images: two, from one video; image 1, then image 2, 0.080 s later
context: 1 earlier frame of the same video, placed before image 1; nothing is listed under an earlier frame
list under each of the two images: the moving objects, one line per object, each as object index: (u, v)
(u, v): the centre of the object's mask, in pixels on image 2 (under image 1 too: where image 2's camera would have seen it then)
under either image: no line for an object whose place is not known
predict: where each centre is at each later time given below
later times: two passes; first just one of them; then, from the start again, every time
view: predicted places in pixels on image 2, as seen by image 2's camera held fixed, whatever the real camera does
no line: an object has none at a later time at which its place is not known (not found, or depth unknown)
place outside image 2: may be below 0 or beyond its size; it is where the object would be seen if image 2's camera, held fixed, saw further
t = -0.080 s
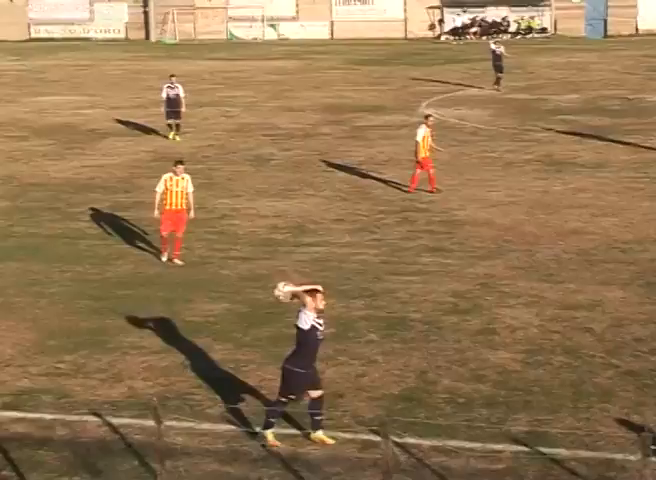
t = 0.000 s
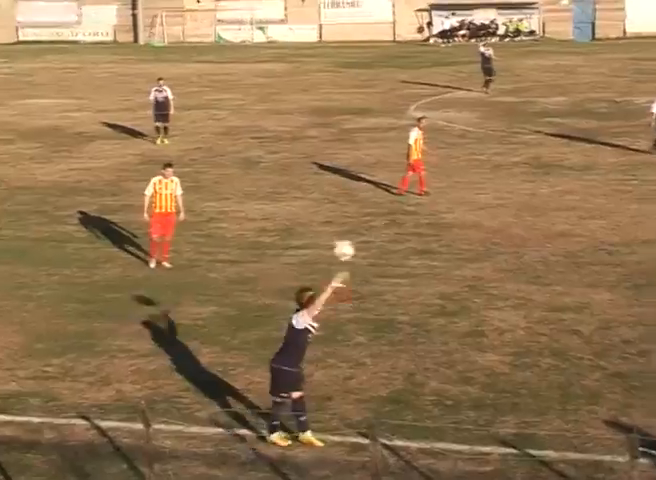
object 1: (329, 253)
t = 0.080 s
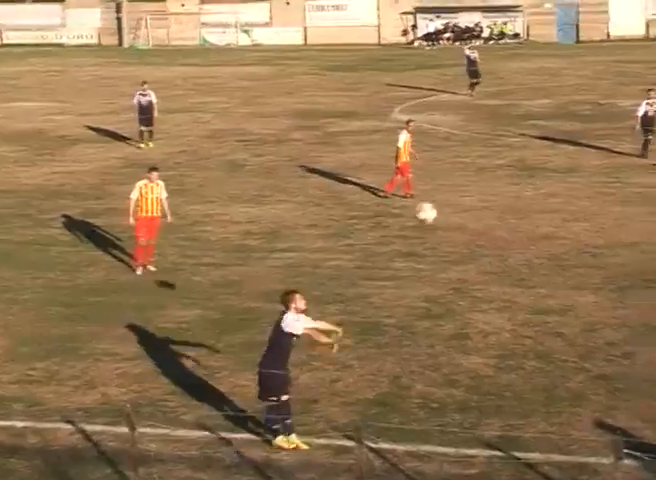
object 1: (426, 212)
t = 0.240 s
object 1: (621, 150)
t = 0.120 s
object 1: (475, 194)
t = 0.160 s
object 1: (524, 178)
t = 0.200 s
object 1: (572, 163)
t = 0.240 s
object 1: (621, 150)
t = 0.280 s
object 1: (669, 140)
